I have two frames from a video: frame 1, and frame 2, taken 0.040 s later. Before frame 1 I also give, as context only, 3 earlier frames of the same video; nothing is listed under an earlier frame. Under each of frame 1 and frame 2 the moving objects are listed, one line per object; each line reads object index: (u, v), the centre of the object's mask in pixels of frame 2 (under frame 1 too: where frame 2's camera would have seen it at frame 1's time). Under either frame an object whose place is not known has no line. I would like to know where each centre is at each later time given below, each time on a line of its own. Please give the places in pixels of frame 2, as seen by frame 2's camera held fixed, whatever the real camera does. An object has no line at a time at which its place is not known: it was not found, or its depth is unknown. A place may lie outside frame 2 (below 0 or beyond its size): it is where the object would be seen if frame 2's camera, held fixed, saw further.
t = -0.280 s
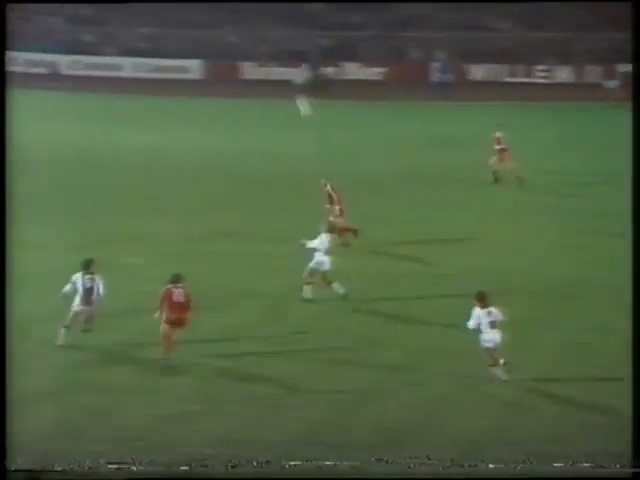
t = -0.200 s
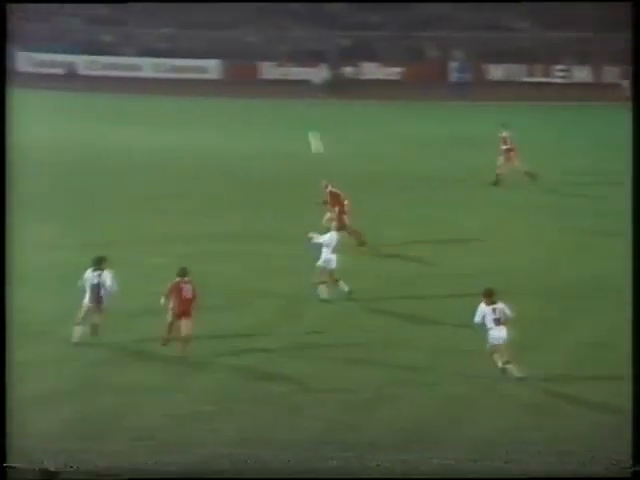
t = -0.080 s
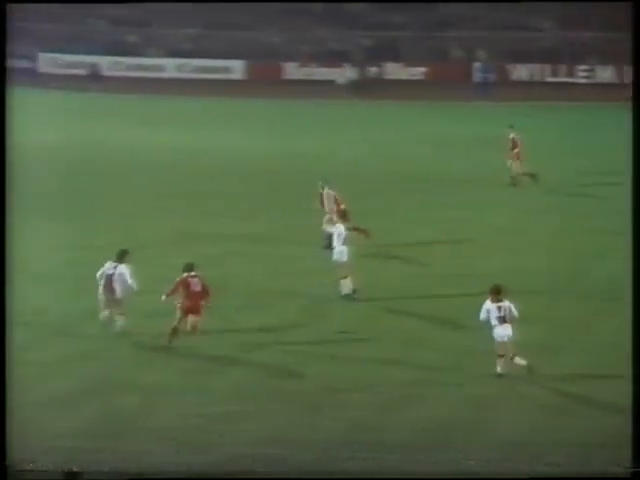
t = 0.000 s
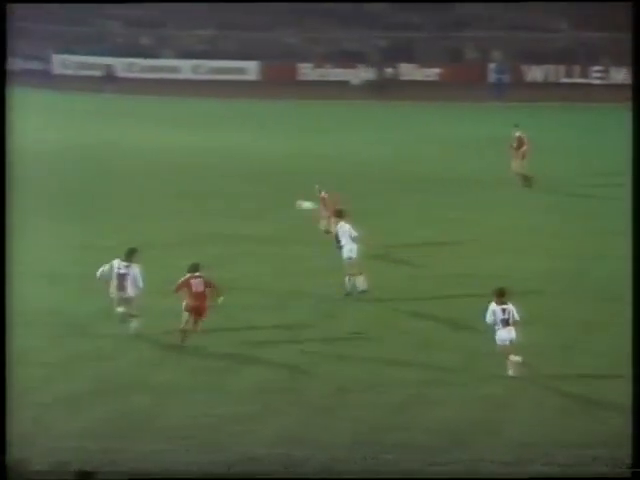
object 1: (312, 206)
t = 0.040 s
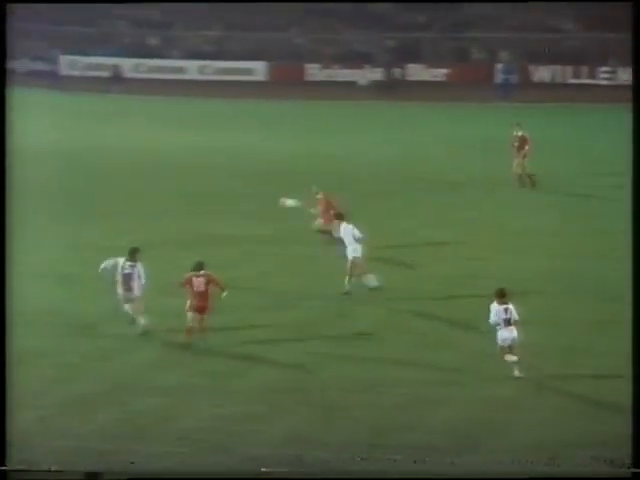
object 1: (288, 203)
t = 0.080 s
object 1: (267, 200)
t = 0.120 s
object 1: (245, 199)
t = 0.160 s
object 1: (223, 198)
